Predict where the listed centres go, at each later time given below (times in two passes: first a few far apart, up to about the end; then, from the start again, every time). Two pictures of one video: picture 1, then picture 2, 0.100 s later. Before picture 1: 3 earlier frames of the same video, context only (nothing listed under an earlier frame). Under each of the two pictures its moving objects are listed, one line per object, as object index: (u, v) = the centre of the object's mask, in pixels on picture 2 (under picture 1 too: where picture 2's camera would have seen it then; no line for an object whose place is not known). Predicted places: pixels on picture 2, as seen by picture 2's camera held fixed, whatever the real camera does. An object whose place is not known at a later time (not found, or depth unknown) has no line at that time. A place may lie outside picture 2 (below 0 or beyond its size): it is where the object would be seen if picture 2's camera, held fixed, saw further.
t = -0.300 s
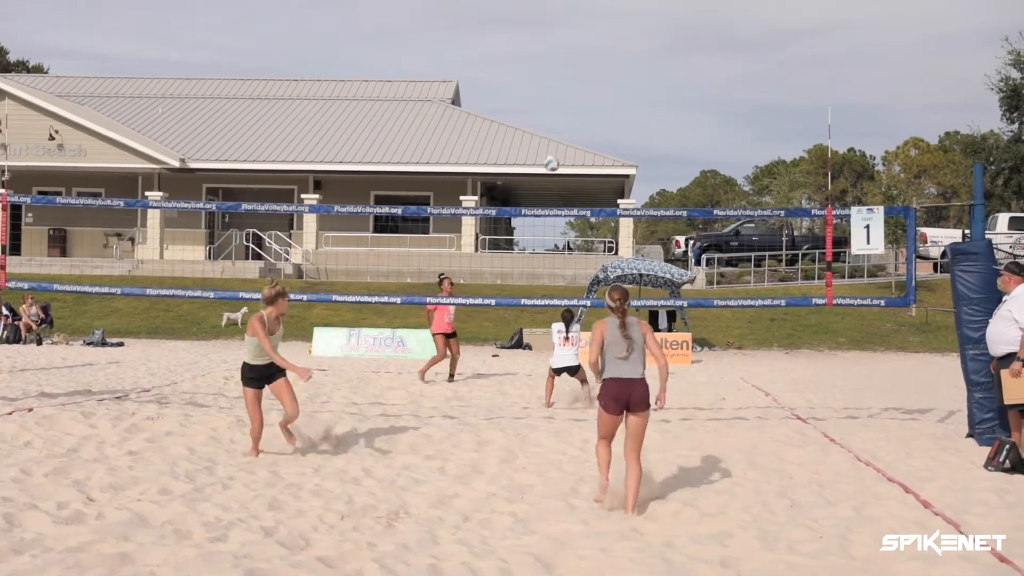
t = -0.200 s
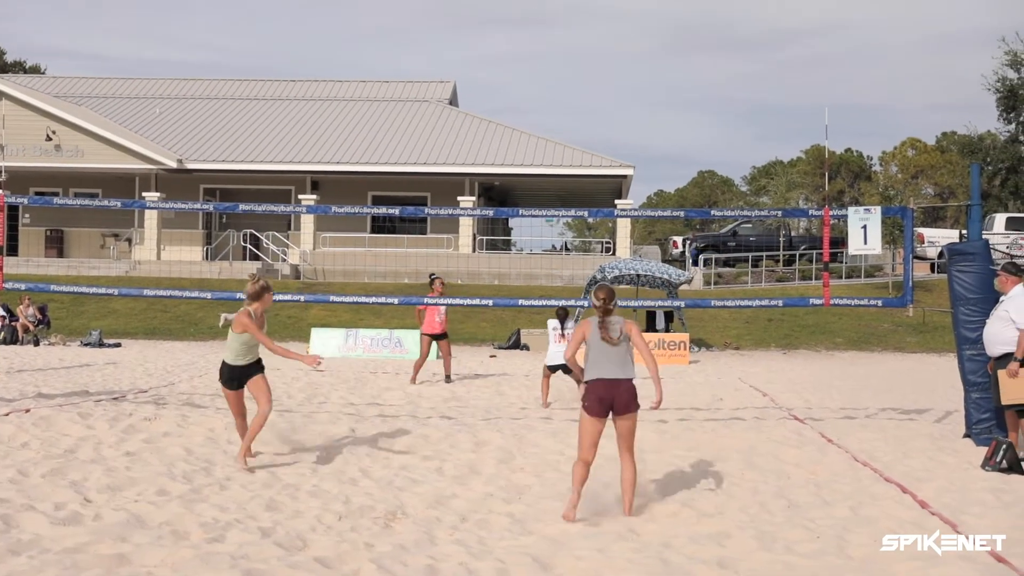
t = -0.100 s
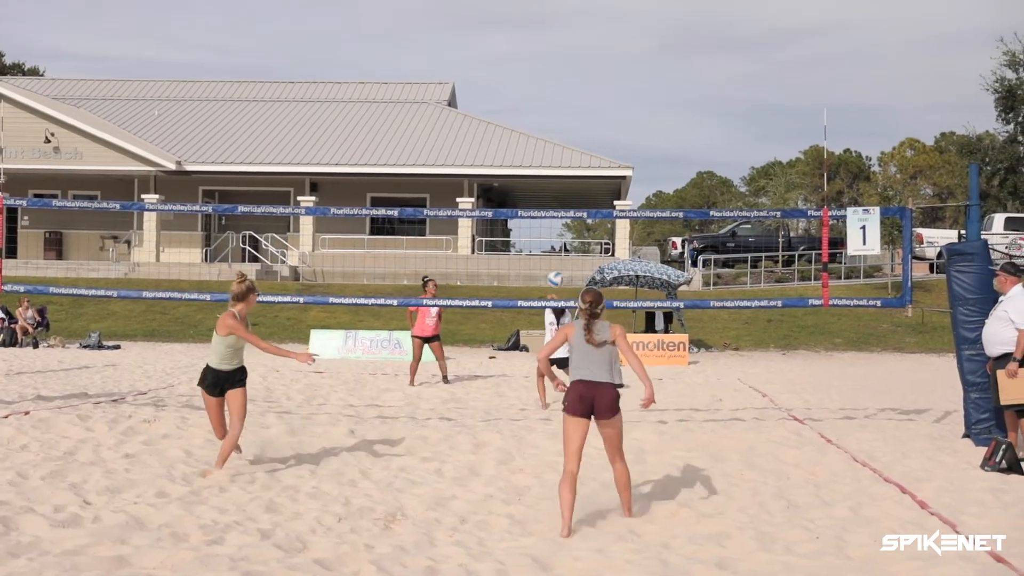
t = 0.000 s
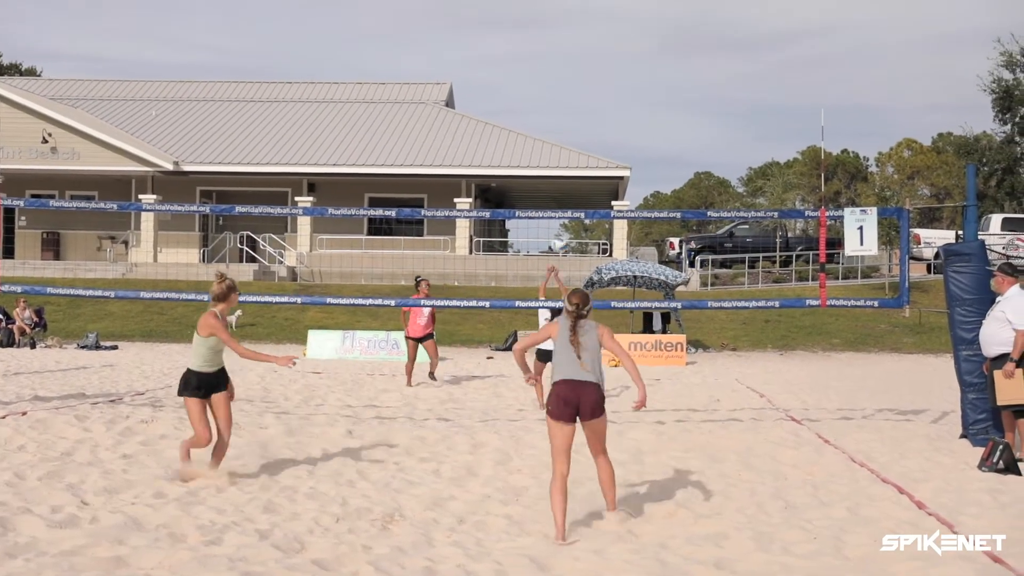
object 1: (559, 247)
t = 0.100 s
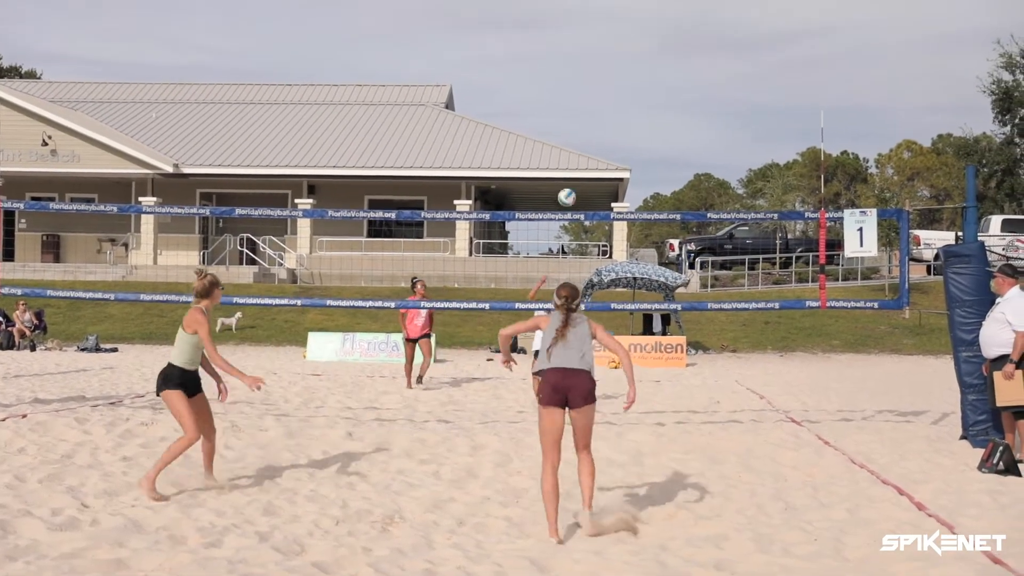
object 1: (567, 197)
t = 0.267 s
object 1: (579, 127)
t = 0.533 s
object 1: (601, 51)
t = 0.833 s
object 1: (629, 46)
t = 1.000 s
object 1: (648, 95)
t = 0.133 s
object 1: (569, 182)
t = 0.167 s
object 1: (572, 167)
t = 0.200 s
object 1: (574, 152)
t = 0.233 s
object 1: (576, 140)
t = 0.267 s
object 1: (579, 127)
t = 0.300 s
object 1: (581, 114)
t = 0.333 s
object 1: (584, 103)
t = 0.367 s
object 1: (587, 92)
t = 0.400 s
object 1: (589, 83)
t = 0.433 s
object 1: (594, 73)
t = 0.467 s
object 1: (595, 65)
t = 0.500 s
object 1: (598, 58)
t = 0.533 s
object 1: (601, 51)
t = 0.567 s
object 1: (604, 46)
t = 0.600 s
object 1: (607, 42)
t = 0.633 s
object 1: (610, 38)
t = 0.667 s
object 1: (613, 36)
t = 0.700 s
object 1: (616, 35)
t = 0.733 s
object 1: (619, 36)
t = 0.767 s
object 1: (622, 38)
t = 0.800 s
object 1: (626, 41)
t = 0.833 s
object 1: (629, 46)
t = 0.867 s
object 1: (633, 53)
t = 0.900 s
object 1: (636, 61)
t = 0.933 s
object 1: (640, 70)
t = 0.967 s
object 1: (643, 82)
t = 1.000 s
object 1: (648, 95)
